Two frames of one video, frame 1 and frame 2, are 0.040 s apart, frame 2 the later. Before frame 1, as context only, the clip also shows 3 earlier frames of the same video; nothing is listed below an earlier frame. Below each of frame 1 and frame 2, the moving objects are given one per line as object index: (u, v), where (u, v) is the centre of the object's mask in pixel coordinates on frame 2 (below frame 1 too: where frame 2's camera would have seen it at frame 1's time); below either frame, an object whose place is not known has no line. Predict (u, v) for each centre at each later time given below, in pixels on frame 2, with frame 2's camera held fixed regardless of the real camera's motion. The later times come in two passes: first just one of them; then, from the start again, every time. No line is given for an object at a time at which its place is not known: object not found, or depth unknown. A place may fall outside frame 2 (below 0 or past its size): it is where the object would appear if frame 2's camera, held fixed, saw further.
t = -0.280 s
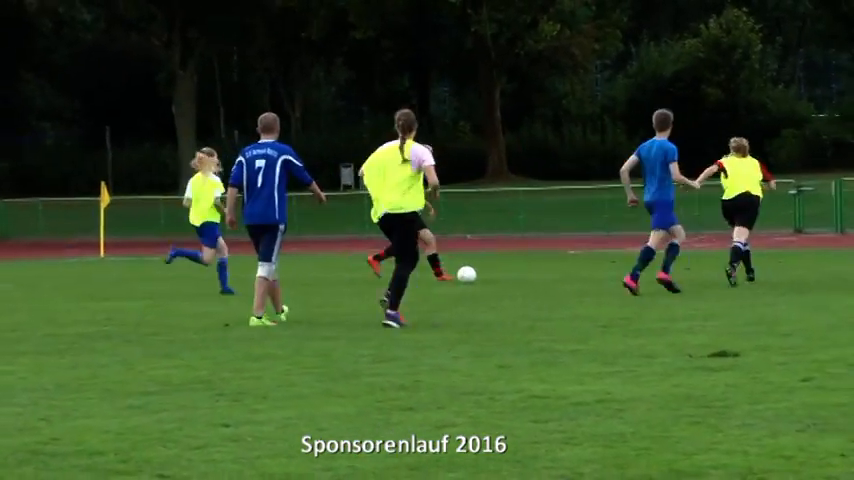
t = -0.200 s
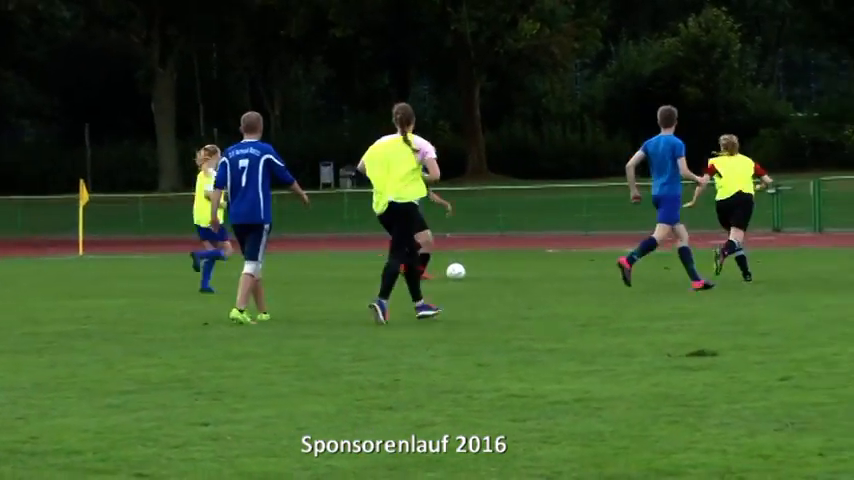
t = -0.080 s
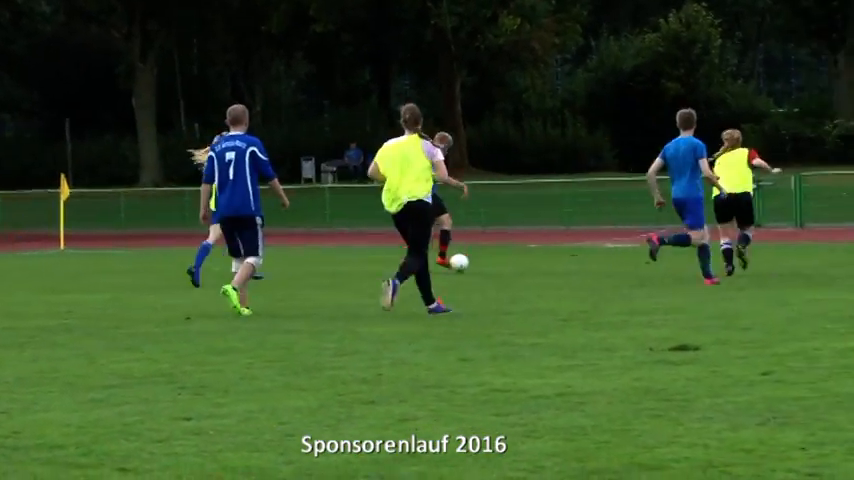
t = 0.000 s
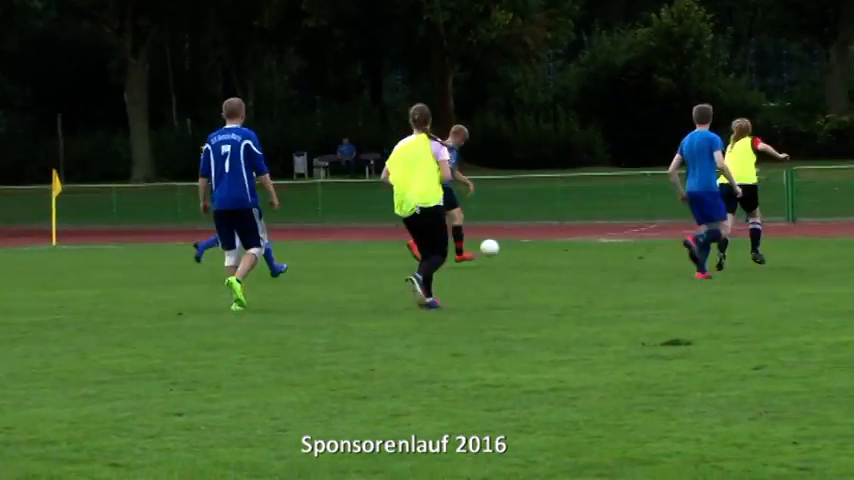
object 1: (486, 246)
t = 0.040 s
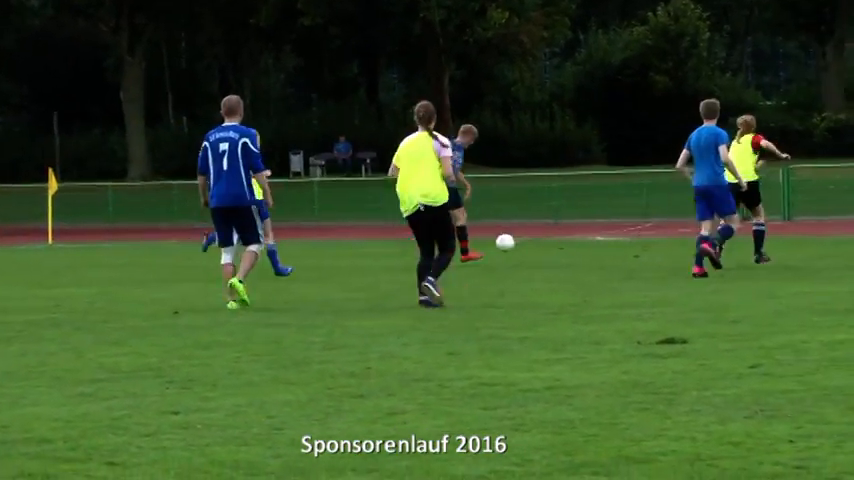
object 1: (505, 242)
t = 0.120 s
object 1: (543, 239)
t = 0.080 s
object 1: (524, 240)
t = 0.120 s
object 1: (543, 239)
